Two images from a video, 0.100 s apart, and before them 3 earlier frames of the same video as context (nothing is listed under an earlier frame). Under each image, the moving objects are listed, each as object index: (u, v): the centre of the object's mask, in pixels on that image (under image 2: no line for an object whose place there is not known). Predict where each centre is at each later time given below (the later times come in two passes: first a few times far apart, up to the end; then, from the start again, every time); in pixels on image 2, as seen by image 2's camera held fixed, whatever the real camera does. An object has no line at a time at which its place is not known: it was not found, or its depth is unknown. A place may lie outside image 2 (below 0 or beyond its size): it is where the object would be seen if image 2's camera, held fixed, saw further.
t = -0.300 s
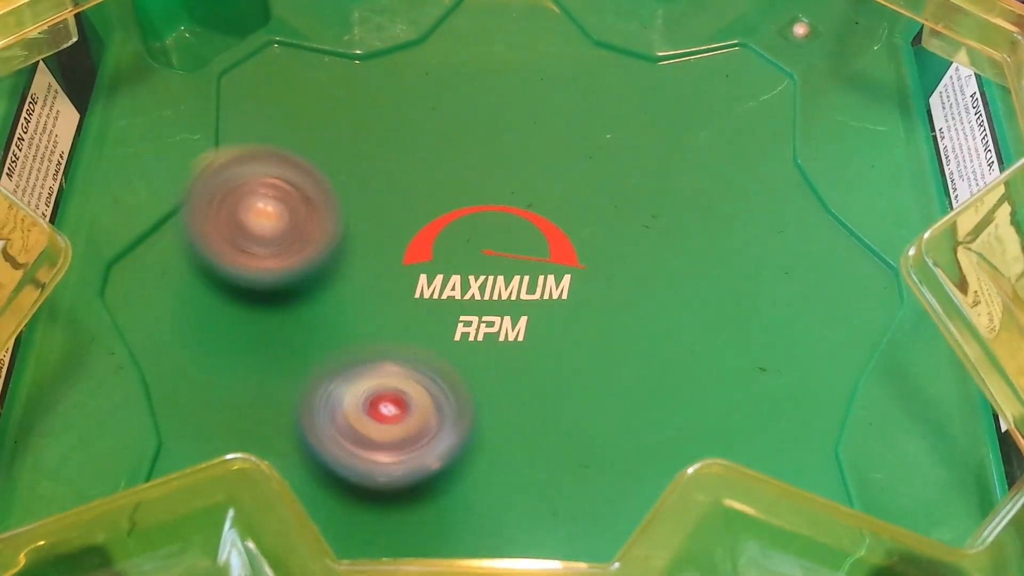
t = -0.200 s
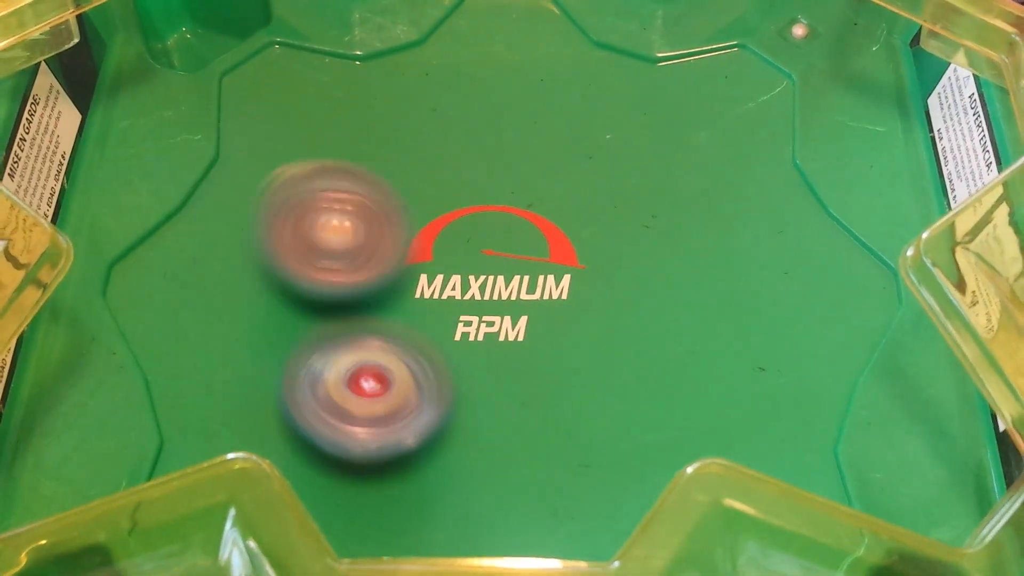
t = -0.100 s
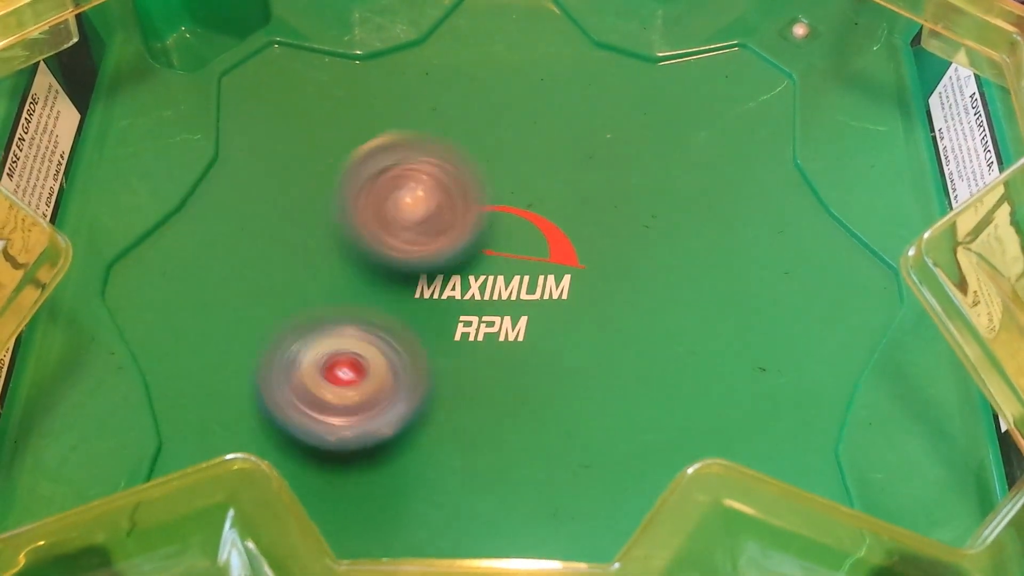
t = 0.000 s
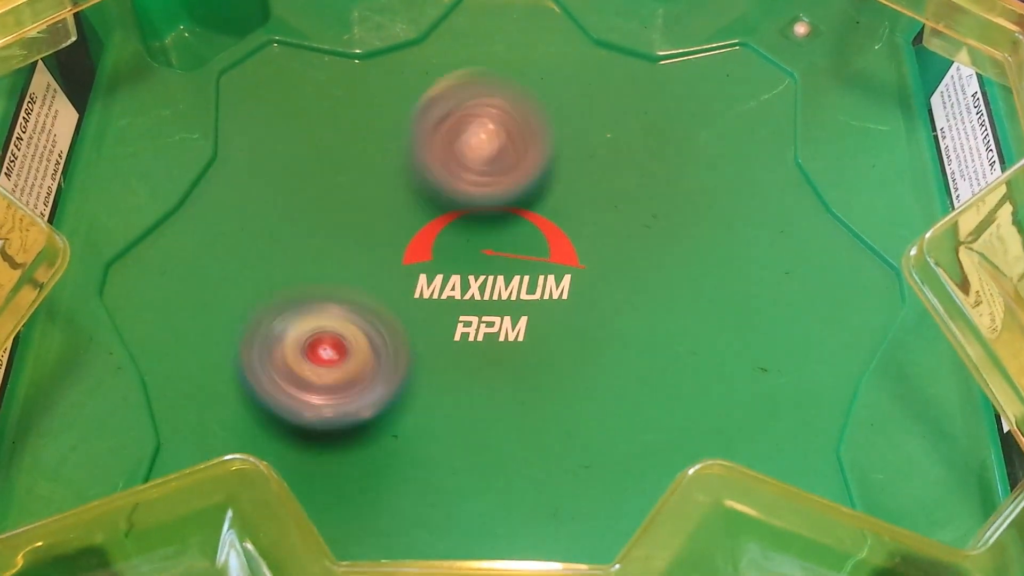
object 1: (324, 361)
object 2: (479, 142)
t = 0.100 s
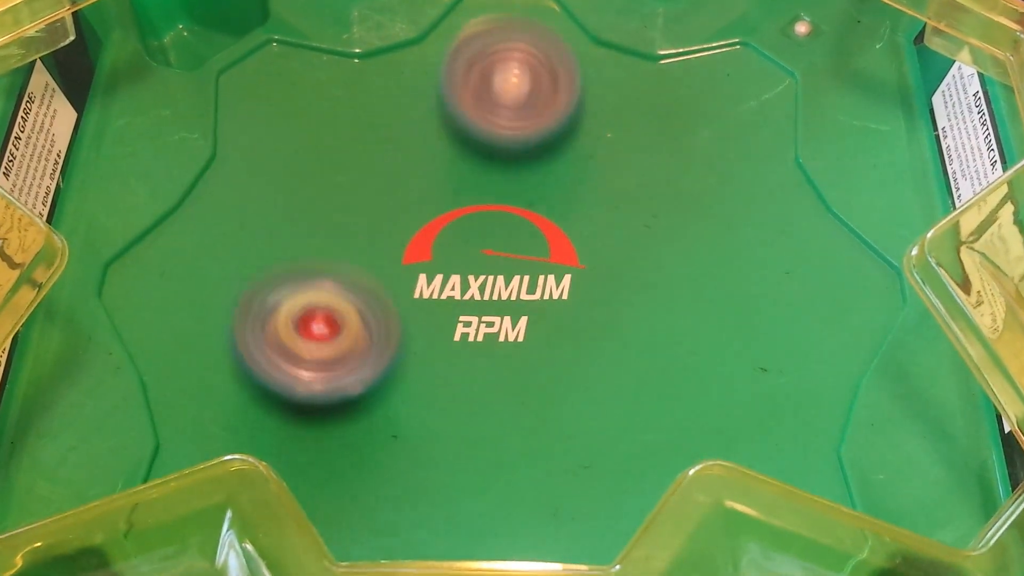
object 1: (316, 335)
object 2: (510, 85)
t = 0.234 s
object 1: (321, 297)
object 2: (495, 43)
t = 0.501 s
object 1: (365, 218)
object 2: (476, 107)
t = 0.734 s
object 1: (378, 219)
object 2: (631, 162)
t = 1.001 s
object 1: (460, 235)
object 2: (750, 161)
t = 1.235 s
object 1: (529, 233)
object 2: (720, 214)
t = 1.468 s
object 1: (482, 271)
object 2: (736, 317)
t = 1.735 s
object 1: (465, 329)
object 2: (708, 403)
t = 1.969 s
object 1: (434, 334)
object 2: (650, 419)
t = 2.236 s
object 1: (382, 308)
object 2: (565, 398)
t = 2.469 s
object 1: (369, 257)
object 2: (450, 421)
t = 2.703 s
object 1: (392, 217)
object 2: (424, 408)
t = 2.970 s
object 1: (467, 192)
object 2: (382, 331)
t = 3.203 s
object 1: (544, 176)
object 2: (352, 267)
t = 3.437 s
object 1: (596, 203)
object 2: (349, 220)
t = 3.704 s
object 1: (611, 278)
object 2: (409, 177)
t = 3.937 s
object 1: (575, 355)
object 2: (480, 152)
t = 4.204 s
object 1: (490, 403)
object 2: (548, 165)
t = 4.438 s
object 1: (419, 391)
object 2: (604, 215)
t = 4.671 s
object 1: (383, 340)
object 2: (644, 272)
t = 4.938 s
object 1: (398, 255)
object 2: (630, 330)
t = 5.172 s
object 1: (449, 203)
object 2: (563, 374)
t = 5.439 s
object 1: (525, 189)
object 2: (469, 410)
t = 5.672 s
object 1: (585, 218)
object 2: (424, 395)
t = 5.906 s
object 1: (608, 281)
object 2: (390, 329)
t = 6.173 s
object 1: (572, 358)
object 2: (356, 250)
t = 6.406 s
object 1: (498, 385)
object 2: (376, 219)
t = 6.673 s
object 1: (418, 361)
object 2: (454, 203)
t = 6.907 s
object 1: (386, 302)
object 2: (536, 193)
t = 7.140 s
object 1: (408, 235)
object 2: (576, 197)
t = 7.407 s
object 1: (449, 197)
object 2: (620, 241)
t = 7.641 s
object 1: (494, 194)
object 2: (632, 310)
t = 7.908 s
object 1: (524, 227)
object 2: (598, 365)
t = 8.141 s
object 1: (526, 251)
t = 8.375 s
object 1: (506, 293)
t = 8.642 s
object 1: (475, 326)
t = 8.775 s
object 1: (538, 262)
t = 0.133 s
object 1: (315, 327)
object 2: (512, 68)
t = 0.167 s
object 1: (317, 318)
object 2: (510, 55)
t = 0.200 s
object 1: (319, 307)
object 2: (504, 47)
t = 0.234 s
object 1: (321, 297)
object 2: (495, 43)
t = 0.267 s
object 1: (326, 287)
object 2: (486, 42)
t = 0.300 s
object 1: (329, 276)
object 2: (480, 43)
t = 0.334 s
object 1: (335, 265)
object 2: (475, 46)
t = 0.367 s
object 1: (339, 255)
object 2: (470, 51)
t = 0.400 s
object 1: (346, 245)
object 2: (467, 59)
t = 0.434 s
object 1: (353, 235)
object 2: (467, 70)
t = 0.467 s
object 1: (361, 226)
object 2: (469, 89)
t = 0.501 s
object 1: (365, 218)
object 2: (476, 107)
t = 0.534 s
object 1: (358, 219)
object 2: (502, 117)
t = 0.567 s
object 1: (356, 218)
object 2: (527, 125)
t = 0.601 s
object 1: (357, 217)
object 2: (549, 134)
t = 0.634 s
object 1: (360, 217)
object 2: (567, 142)
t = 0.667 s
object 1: (365, 217)
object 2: (586, 149)
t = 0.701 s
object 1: (371, 218)
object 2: (607, 156)
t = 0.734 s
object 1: (378, 219)
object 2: (631, 162)
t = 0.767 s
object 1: (386, 220)
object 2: (653, 167)
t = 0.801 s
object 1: (395, 222)
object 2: (674, 168)
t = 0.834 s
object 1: (405, 223)
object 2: (695, 169)
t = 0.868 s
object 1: (416, 225)
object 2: (714, 169)
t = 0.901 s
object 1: (426, 228)
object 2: (729, 168)
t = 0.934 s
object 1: (435, 231)
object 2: (742, 165)
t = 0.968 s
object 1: (448, 234)
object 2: (748, 162)
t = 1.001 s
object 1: (460, 235)
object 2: (750, 161)
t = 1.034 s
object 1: (474, 237)
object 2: (749, 161)
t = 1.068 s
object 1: (488, 239)
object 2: (744, 163)
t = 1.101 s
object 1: (507, 238)
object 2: (737, 169)
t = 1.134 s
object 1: (524, 240)
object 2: (729, 178)
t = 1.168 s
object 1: (538, 240)
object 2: (718, 189)
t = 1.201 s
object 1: (544, 237)
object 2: (710, 201)
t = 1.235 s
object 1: (529, 233)
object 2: (720, 214)
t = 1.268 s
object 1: (516, 233)
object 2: (726, 228)
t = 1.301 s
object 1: (508, 235)
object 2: (729, 240)
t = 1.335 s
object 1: (504, 241)
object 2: (731, 253)
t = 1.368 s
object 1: (498, 248)
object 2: (732, 269)
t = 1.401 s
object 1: (493, 254)
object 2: (734, 285)
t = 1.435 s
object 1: (487, 263)
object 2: (735, 301)
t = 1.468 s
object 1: (482, 271)
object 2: (736, 317)
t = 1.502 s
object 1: (479, 277)
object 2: (738, 334)
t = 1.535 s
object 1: (476, 283)
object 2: (738, 349)
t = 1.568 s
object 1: (472, 287)
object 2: (738, 363)
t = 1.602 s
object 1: (471, 297)
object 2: (738, 376)
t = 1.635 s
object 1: (468, 307)
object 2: (736, 388)
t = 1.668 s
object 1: (467, 314)
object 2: (731, 397)
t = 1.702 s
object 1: (465, 321)
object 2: (721, 401)
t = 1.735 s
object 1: (465, 329)
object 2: (708, 403)
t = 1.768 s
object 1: (466, 337)
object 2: (693, 404)
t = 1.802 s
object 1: (467, 344)
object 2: (677, 404)
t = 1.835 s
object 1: (469, 350)
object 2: (660, 404)
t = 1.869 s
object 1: (471, 355)
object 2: (644, 403)
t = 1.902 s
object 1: (462, 353)
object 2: (642, 406)
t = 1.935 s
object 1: (446, 342)
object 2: (648, 414)
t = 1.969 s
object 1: (434, 334)
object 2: (650, 419)
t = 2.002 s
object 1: (425, 331)
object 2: (649, 421)
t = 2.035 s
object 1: (417, 329)
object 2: (644, 421)
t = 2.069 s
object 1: (410, 326)
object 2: (638, 419)
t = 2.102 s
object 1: (403, 323)
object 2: (631, 415)
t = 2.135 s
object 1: (396, 320)
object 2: (621, 408)
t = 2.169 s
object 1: (391, 316)
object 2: (610, 403)
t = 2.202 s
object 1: (386, 314)
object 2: (590, 401)
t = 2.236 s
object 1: (382, 308)
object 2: (565, 398)
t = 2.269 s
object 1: (380, 304)
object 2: (544, 395)
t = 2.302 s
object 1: (377, 299)
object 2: (524, 392)
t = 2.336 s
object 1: (375, 292)
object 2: (502, 392)
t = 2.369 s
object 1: (371, 281)
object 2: (485, 400)
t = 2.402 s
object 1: (370, 273)
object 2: (470, 407)
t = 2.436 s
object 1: (370, 264)
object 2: (458, 414)
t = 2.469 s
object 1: (369, 257)
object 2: (450, 421)
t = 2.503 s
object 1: (369, 250)
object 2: (444, 426)
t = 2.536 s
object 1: (371, 244)
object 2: (441, 428)
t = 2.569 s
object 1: (373, 237)
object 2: (438, 427)
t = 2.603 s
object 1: (376, 231)
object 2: (435, 425)
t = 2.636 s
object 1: (380, 226)
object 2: (431, 421)
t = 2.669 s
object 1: (386, 221)
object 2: (428, 416)
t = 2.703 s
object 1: (392, 217)
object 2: (424, 408)
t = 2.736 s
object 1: (398, 213)
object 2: (420, 399)
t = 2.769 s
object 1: (406, 210)
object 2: (416, 388)
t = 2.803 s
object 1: (413, 206)
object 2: (412, 377)
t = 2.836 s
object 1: (421, 203)
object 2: (407, 365)
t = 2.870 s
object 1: (430, 202)
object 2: (404, 352)
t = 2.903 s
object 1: (440, 202)
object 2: (399, 339)
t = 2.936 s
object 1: (454, 197)
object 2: (390, 336)
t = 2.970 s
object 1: (467, 192)
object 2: (382, 331)
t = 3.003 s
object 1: (479, 186)
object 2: (374, 324)
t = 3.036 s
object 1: (491, 183)
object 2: (368, 316)
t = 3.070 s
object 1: (501, 181)
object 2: (364, 306)
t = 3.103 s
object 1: (509, 178)
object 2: (359, 296)
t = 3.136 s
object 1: (519, 177)
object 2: (356, 287)
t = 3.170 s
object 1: (532, 176)
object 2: (354, 277)
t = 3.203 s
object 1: (544, 176)
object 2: (352, 267)
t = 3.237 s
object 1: (554, 178)
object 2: (349, 259)
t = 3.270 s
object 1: (562, 179)
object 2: (348, 251)
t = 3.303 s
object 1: (571, 182)
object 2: (347, 243)
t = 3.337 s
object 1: (578, 186)
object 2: (346, 236)
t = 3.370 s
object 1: (585, 191)
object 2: (345, 230)
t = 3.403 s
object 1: (591, 196)
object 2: (347, 225)
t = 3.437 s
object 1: (596, 203)
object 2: (349, 220)
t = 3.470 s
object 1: (601, 209)
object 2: (352, 214)
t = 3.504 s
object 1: (605, 217)
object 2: (357, 210)
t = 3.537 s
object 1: (608, 225)
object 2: (363, 204)
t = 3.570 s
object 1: (610, 235)
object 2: (371, 199)
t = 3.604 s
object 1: (612, 244)
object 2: (380, 193)
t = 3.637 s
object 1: (612, 256)
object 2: (389, 188)
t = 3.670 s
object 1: (612, 267)
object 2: (399, 182)
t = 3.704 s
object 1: (611, 278)
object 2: (409, 177)
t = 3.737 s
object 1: (609, 289)
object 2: (419, 172)
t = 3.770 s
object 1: (606, 301)
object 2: (429, 167)
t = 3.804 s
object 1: (602, 315)
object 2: (439, 163)
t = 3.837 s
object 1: (597, 326)
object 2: (450, 160)
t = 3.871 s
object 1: (590, 338)
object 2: (461, 156)
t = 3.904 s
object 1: (582, 345)
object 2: (471, 154)
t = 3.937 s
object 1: (575, 355)
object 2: (480, 152)
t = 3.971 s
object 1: (566, 365)
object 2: (490, 150)
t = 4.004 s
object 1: (557, 371)
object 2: (499, 150)
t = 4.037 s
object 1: (547, 380)
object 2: (508, 150)
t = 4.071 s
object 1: (536, 387)
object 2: (517, 152)
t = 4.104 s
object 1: (523, 392)
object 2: (525, 154)
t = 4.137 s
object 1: (513, 396)
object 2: (533, 157)
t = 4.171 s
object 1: (502, 400)
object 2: (540, 161)
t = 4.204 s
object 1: (490, 403)
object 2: (548, 165)
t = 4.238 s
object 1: (479, 404)
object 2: (555, 171)
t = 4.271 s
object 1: (468, 404)
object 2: (563, 177)
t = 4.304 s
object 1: (458, 403)
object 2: (571, 184)
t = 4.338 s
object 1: (447, 402)
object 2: (579, 192)
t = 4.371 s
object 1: (437, 401)
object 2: (587, 200)
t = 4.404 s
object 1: (428, 396)
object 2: (596, 207)
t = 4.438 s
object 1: (419, 391)
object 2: (604, 215)
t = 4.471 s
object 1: (411, 387)
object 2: (611, 224)
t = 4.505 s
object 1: (404, 380)
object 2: (618, 232)
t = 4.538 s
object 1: (398, 373)
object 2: (624, 240)
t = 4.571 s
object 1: (392, 365)
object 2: (631, 249)
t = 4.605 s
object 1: (389, 357)
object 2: (636, 257)
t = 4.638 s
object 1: (385, 349)
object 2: (640, 264)
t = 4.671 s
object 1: (383, 340)
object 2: (644, 272)
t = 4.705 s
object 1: (381, 331)
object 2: (645, 279)
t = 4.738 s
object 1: (381, 321)
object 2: (646, 287)
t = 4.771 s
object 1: (380, 310)
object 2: (647, 295)
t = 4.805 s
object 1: (382, 299)
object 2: (646, 302)
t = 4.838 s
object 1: (386, 288)
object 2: (644, 309)
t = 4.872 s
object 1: (389, 278)
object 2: (641, 316)
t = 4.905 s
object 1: (393, 265)
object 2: (636, 323)
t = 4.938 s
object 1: (398, 255)
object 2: (630, 330)
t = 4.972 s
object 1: (404, 246)
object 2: (623, 336)
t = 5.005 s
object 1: (411, 237)
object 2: (614, 343)
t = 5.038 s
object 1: (418, 229)
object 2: (606, 350)
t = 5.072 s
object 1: (424, 221)
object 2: (596, 356)
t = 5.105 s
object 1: (431, 213)
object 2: (586, 363)
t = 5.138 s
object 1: (440, 207)
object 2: (575, 368)
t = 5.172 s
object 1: (449, 203)
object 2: (563, 374)
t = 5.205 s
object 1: (456, 199)
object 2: (551, 379)
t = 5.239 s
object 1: (464, 195)
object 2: (538, 385)
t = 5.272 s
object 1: (474, 193)
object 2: (525, 390)
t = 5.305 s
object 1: (485, 190)
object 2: (513, 395)
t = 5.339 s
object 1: (496, 189)
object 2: (501, 400)
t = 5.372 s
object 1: (507, 188)
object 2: (489, 404)
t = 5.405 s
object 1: (517, 188)
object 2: (479, 408)
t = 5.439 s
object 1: (525, 189)
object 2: (469, 410)
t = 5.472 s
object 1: (533, 189)
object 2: (460, 412)
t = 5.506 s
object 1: (542, 190)
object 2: (452, 413)
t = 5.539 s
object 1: (551, 194)
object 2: (445, 412)
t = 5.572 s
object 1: (559, 198)
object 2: (439, 410)
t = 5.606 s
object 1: (569, 204)
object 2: (434, 406)
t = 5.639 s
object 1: (579, 212)
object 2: (429, 401)
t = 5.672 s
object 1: (585, 218)
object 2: (424, 395)
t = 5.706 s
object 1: (591, 225)
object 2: (420, 388)
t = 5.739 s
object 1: (596, 233)
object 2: (415, 379)
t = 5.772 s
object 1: (600, 242)
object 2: (410, 371)
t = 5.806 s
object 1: (603, 251)
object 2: (406, 361)
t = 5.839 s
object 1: (607, 262)
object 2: (401, 352)
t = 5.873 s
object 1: (608, 272)
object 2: (397, 340)
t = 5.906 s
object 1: (608, 281)
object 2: (390, 329)
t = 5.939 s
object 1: (607, 291)
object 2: (386, 318)
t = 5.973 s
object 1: (606, 301)
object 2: (380, 306)
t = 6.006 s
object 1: (603, 314)
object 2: (376, 295)
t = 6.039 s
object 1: (599, 324)
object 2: (371, 285)
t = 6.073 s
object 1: (594, 332)
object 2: (368, 275)
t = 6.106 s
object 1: (587, 341)
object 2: (363, 266)
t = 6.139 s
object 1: (580, 350)
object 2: (360, 257)
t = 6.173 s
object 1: (572, 358)
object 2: (356, 250)
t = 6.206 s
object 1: (564, 363)
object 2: (355, 243)
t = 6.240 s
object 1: (554, 369)
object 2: (354, 237)
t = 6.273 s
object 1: (544, 375)
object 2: (357, 233)
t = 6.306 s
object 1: (534, 378)
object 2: (360, 229)
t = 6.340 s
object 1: (522, 381)
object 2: (364, 225)
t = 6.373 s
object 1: (511, 384)
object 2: (370, 222)
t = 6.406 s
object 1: (498, 385)
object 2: (376, 219)
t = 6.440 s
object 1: (485, 385)
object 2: (384, 217)
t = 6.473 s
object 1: (473, 384)
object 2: (393, 213)
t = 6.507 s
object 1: (462, 382)
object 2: (403, 211)
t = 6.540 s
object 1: (451, 379)
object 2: (412, 207)
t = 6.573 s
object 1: (442, 376)
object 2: (421, 205)
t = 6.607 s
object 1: (433, 371)
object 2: (432, 202)
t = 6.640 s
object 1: (425, 366)
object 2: (443, 203)
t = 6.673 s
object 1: (418, 361)
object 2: (454, 203)
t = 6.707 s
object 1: (410, 355)
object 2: (466, 202)
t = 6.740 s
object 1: (404, 348)
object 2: (478, 200)
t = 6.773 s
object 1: (398, 340)
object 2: (491, 199)
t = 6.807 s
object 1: (394, 333)
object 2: (503, 196)
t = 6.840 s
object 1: (390, 323)
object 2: (514, 196)
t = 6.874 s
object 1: (387, 312)
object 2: (525, 193)
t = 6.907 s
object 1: (386, 302)
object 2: (536, 193)
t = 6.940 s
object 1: (387, 292)
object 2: (543, 191)
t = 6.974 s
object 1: (389, 282)
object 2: (550, 190)
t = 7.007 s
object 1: (391, 272)
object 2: (555, 190)
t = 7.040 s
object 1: (394, 262)
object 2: (562, 191)
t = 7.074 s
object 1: (398, 252)
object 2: (568, 193)
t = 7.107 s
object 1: (402, 243)
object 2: (573, 194)
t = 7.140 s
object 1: (408, 235)
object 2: (576, 197)
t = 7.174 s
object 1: (413, 229)
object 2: (578, 200)
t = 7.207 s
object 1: (416, 221)
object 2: (583, 205)
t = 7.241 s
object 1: (418, 214)
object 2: (592, 210)
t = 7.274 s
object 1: (423, 208)
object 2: (601, 217)
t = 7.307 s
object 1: (429, 203)
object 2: (606, 222)
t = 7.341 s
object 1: (435, 199)
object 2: (612, 229)
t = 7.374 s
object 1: (442, 197)
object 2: (616, 235)
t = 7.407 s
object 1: (449, 197)
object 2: (620, 241)
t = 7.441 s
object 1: (455, 196)
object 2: (622, 248)
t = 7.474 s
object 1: (463, 196)
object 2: (623, 256)
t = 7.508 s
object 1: (472, 197)
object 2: (623, 264)
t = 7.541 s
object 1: (481, 198)
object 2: (623, 272)
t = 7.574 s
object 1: (486, 195)
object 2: (626, 285)
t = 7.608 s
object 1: (490, 194)
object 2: (630, 298)
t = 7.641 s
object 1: (494, 194)
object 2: (632, 310)
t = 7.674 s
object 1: (498, 196)
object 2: (632, 320)
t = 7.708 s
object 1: (503, 199)
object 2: (632, 328)
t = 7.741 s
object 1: (507, 202)
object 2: (629, 336)
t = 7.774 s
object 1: (511, 205)
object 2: (624, 342)
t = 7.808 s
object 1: (515, 210)
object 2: (619, 349)
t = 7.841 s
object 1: (518, 215)
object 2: (613, 355)
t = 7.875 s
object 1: (523, 220)
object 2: (606, 360)
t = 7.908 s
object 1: (524, 227)
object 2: (598, 365)
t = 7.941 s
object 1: (526, 236)
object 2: (589, 371)
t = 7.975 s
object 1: (528, 239)
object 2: (580, 384)
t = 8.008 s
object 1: (529, 238)
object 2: (570, 401)
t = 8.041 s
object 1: (529, 240)
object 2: (560, 412)
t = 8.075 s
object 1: (528, 244)
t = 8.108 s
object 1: (527, 248)
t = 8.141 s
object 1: (526, 251)
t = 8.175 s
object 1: (526, 254)
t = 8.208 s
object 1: (524, 260)
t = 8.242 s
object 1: (517, 267)
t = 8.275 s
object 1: (513, 270)
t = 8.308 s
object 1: (509, 277)
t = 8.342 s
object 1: (507, 285)
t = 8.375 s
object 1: (506, 293)
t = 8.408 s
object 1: (503, 297)
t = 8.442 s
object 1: (498, 299)
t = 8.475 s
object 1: (496, 305)
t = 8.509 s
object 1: (491, 311)
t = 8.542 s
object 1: (487, 314)
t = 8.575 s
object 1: (483, 319)
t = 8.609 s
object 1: (479, 322)
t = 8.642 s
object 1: (475, 326)
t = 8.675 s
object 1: (475, 328)
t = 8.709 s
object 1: (500, 303)
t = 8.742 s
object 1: (522, 278)
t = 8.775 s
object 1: (538, 262)
